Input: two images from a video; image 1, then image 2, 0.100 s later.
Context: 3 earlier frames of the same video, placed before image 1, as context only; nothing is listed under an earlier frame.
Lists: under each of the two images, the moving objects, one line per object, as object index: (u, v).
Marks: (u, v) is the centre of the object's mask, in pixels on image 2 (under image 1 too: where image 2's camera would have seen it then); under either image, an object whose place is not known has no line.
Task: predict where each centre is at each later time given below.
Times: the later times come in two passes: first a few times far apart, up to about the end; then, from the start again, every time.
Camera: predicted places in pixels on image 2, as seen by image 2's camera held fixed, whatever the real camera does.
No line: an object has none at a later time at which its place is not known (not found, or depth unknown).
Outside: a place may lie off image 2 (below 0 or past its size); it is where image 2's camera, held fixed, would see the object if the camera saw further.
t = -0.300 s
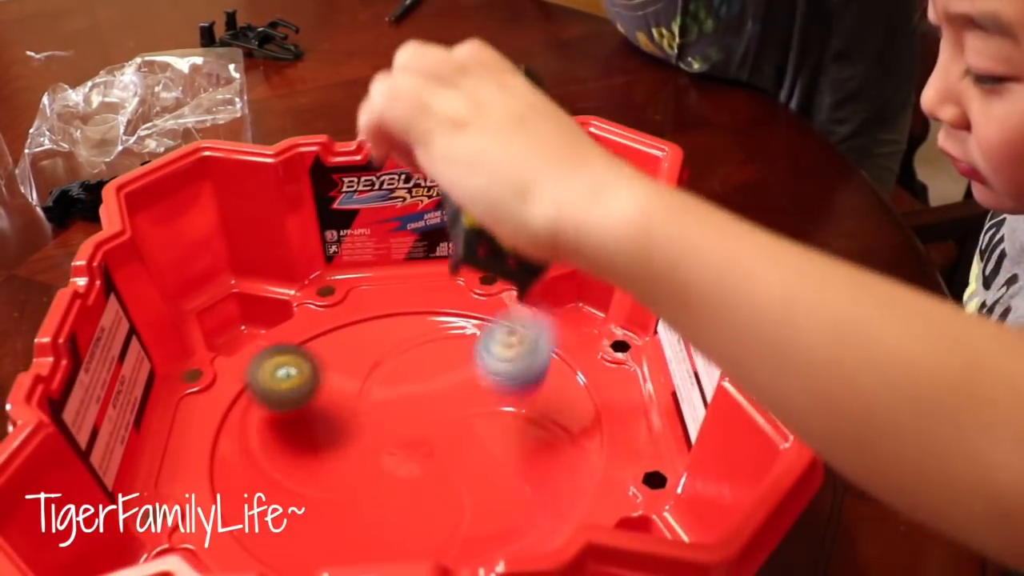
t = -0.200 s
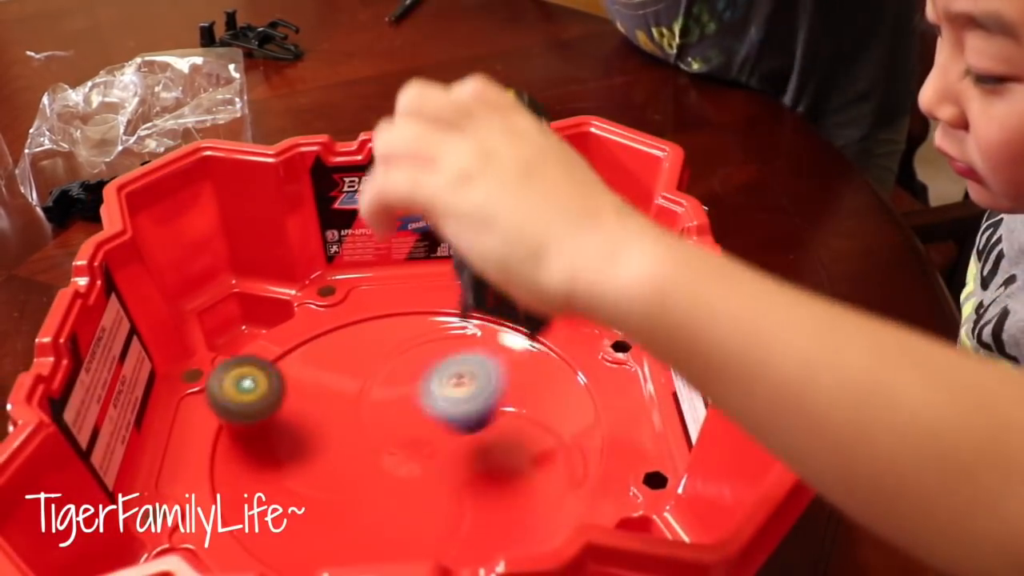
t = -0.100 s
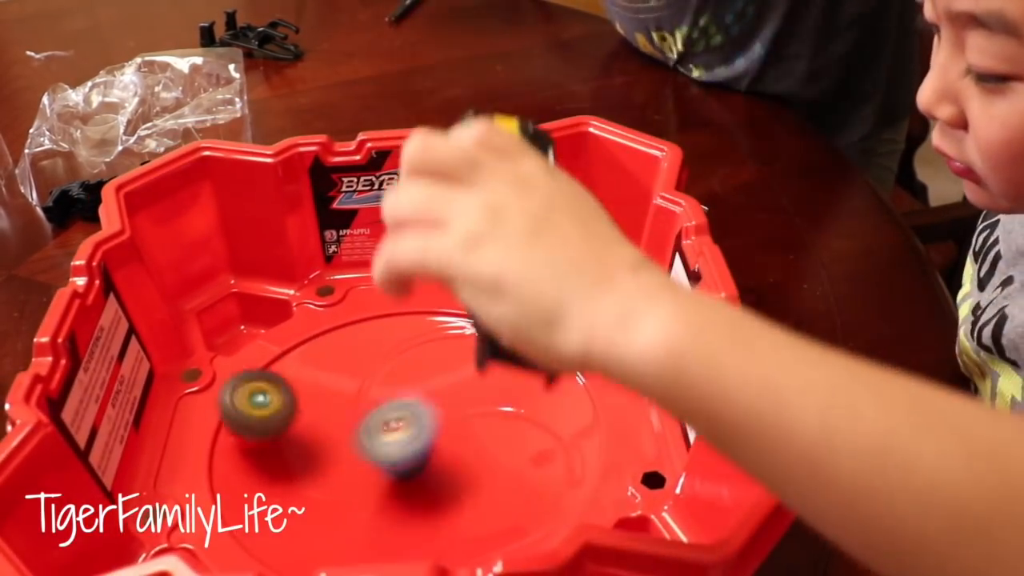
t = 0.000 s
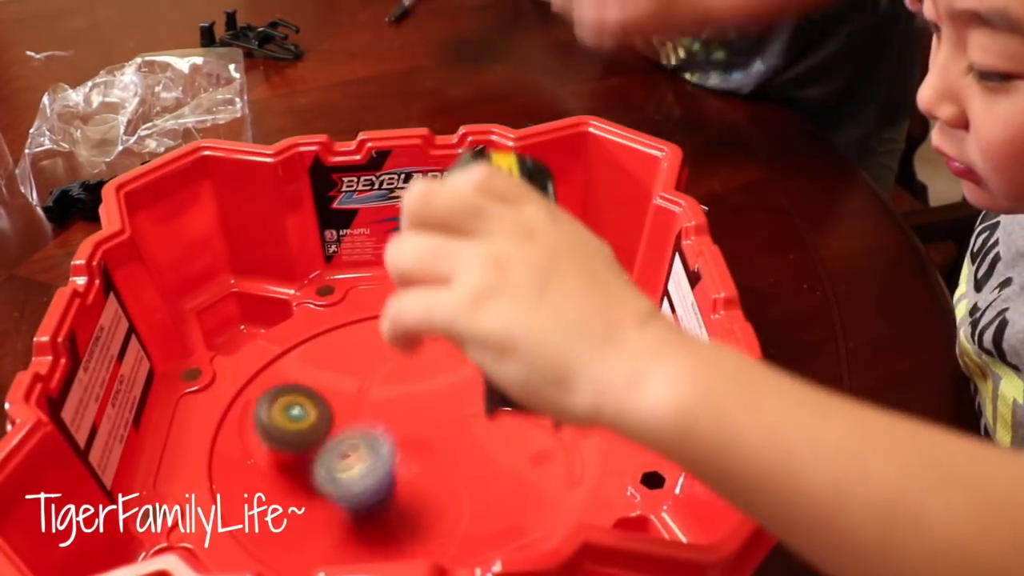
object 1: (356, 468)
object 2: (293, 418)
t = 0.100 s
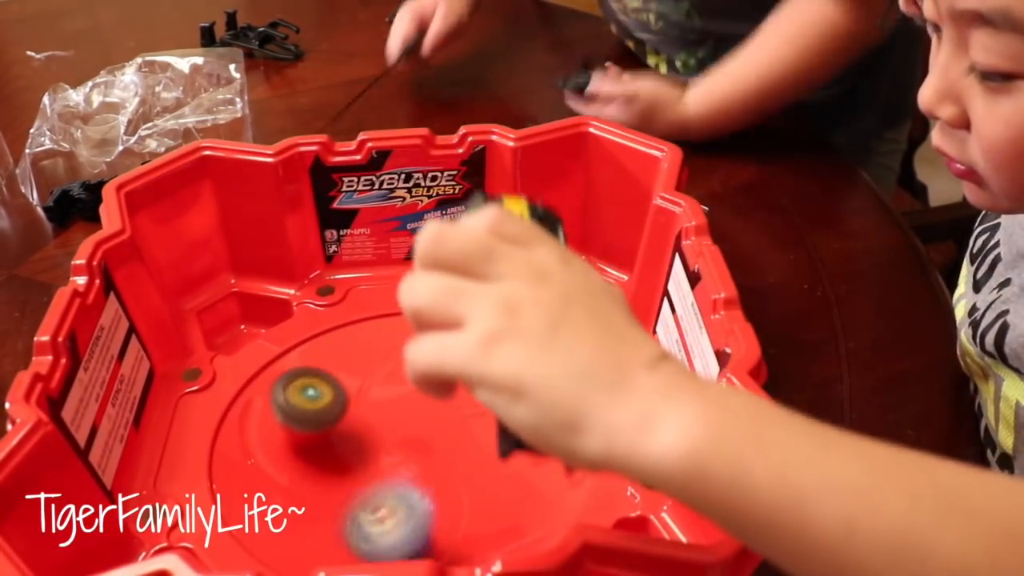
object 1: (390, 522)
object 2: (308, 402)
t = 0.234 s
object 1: (451, 528)
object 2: (345, 403)
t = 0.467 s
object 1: (513, 458)
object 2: (381, 428)
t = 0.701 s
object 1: (489, 445)
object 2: (372, 420)
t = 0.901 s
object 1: (391, 534)
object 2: (366, 326)
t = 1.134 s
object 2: (394, 319)
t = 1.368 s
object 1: (264, 429)
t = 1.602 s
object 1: (285, 424)
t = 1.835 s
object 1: (387, 407)
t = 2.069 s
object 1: (474, 389)
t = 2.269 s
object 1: (491, 372)
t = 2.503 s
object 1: (472, 375)
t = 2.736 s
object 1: (446, 414)
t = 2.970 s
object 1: (476, 369)
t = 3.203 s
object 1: (441, 333)
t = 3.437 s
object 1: (444, 350)
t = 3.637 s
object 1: (500, 321)
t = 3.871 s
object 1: (500, 362)
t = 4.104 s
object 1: (503, 324)
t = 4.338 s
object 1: (417, 330)
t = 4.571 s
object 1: (442, 328)
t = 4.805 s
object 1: (497, 326)
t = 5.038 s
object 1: (479, 402)
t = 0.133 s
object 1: (406, 529)
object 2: (316, 400)
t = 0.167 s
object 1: (423, 530)
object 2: (325, 400)
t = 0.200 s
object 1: (440, 532)
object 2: (335, 401)
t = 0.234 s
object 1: (451, 528)
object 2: (345, 403)
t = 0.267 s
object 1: (461, 521)
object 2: (358, 408)
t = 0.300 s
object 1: (468, 513)
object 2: (371, 415)
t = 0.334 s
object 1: (472, 496)
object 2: (385, 424)
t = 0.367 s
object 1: (475, 481)
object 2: (394, 430)
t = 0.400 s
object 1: (478, 466)
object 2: (400, 441)
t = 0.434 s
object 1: (498, 462)
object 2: (390, 431)
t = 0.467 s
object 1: (513, 458)
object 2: (381, 428)
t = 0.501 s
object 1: (521, 458)
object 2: (373, 434)
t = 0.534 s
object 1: (525, 455)
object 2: (367, 427)
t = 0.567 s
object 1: (531, 441)
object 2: (363, 429)
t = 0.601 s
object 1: (531, 437)
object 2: (362, 428)
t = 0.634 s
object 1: (522, 437)
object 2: (362, 426)
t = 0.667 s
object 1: (507, 440)
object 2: (366, 422)
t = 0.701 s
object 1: (489, 445)
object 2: (372, 420)
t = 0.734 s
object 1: (468, 451)
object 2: (380, 415)
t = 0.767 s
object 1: (445, 458)
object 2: (386, 411)
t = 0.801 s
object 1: (431, 473)
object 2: (383, 395)
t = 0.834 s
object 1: (418, 496)
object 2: (376, 374)
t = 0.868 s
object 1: (404, 521)
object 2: (369, 359)
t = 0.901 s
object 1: (391, 534)
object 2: (366, 326)
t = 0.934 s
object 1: (378, 535)
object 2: (365, 305)
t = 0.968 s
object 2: (365, 299)
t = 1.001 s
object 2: (365, 298)
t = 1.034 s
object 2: (370, 290)
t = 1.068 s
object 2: (377, 289)
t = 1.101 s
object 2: (384, 296)
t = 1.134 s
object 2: (394, 319)
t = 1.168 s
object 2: (398, 325)
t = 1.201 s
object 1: (366, 423)
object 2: (402, 337)
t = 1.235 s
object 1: (348, 405)
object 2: (418, 331)
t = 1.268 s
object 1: (323, 395)
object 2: (440, 322)
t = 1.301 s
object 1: (302, 393)
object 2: (464, 321)
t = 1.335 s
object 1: (281, 405)
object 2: (480, 310)
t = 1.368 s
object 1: (264, 429)
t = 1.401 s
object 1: (248, 448)
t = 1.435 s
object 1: (245, 434)
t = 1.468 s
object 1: (244, 431)
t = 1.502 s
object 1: (246, 438)
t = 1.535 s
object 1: (257, 434)
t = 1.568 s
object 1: (269, 427)
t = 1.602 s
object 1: (285, 424)
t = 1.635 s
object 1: (293, 415)
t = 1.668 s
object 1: (309, 414)
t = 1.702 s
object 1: (325, 416)
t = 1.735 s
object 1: (340, 411)
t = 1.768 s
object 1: (359, 418)
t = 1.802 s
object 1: (372, 410)
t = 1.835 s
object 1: (387, 407)
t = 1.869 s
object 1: (404, 415)
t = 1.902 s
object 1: (419, 412)
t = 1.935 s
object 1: (431, 409)
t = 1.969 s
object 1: (443, 404)
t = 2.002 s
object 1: (455, 401)
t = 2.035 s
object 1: (465, 394)
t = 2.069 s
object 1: (474, 389)
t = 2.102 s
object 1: (481, 382)
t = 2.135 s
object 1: (488, 380)
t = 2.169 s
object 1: (490, 374)
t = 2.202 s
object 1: (493, 374)
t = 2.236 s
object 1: (491, 370)
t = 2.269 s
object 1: (491, 372)
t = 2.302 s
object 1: (485, 368)
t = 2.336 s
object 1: (479, 368)
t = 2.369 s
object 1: (475, 375)
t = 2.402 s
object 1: (474, 367)
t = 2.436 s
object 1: (474, 364)
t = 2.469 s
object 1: (476, 370)
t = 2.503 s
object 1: (472, 375)
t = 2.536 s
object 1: (466, 380)
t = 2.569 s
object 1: (461, 385)
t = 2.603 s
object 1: (455, 390)
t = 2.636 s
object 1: (448, 403)
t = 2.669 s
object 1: (445, 410)
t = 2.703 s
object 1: (444, 409)
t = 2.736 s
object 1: (446, 414)
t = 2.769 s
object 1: (447, 420)
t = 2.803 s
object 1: (443, 420)
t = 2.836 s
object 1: (440, 421)
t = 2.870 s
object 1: (447, 408)
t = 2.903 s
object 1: (460, 395)
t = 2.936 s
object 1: (470, 380)
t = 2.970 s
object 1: (476, 369)
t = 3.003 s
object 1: (477, 358)
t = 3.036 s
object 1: (476, 349)
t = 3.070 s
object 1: (472, 341)
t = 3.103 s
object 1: (467, 336)
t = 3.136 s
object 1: (460, 333)
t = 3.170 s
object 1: (450, 331)
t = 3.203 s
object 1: (441, 333)
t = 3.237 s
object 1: (432, 338)
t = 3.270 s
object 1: (423, 345)
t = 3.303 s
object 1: (414, 354)
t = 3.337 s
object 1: (407, 366)
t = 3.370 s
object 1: (413, 365)
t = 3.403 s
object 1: (429, 361)
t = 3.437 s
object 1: (444, 350)
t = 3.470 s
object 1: (458, 342)
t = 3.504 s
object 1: (471, 336)
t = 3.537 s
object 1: (479, 331)
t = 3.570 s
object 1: (489, 325)
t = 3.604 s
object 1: (496, 322)
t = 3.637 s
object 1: (500, 321)
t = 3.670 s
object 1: (504, 321)
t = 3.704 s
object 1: (506, 323)
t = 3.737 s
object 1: (506, 327)
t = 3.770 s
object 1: (506, 331)
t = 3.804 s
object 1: (505, 340)
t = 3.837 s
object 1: (503, 348)
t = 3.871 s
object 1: (500, 362)
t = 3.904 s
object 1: (496, 374)
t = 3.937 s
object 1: (491, 385)
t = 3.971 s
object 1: (497, 375)
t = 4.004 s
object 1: (503, 366)
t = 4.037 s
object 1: (506, 346)
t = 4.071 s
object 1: (506, 336)
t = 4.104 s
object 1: (503, 324)
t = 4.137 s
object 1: (498, 316)
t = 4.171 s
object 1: (488, 310)
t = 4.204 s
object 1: (475, 308)
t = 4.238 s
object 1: (462, 310)
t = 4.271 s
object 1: (446, 314)
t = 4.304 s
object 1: (431, 321)
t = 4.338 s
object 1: (417, 330)
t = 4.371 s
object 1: (403, 343)
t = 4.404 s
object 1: (390, 358)
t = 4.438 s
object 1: (380, 372)
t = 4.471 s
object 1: (394, 368)
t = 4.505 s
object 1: (411, 349)
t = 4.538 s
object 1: (426, 343)
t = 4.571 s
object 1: (442, 328)
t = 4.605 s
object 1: (458, 323)
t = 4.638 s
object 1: (471, 315)
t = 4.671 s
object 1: (481, 312)
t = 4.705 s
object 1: (487, 315)
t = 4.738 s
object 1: (492, 312)
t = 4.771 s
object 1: (496, 320)
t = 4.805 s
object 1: (497, 326)
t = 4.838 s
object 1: (494, 336)
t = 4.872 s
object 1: (491, 349)
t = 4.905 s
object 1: (488, 361)
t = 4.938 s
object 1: (485, 376)
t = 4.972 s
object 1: (476, 392)
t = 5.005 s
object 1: (471, 409)
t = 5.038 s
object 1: (479, 402)
